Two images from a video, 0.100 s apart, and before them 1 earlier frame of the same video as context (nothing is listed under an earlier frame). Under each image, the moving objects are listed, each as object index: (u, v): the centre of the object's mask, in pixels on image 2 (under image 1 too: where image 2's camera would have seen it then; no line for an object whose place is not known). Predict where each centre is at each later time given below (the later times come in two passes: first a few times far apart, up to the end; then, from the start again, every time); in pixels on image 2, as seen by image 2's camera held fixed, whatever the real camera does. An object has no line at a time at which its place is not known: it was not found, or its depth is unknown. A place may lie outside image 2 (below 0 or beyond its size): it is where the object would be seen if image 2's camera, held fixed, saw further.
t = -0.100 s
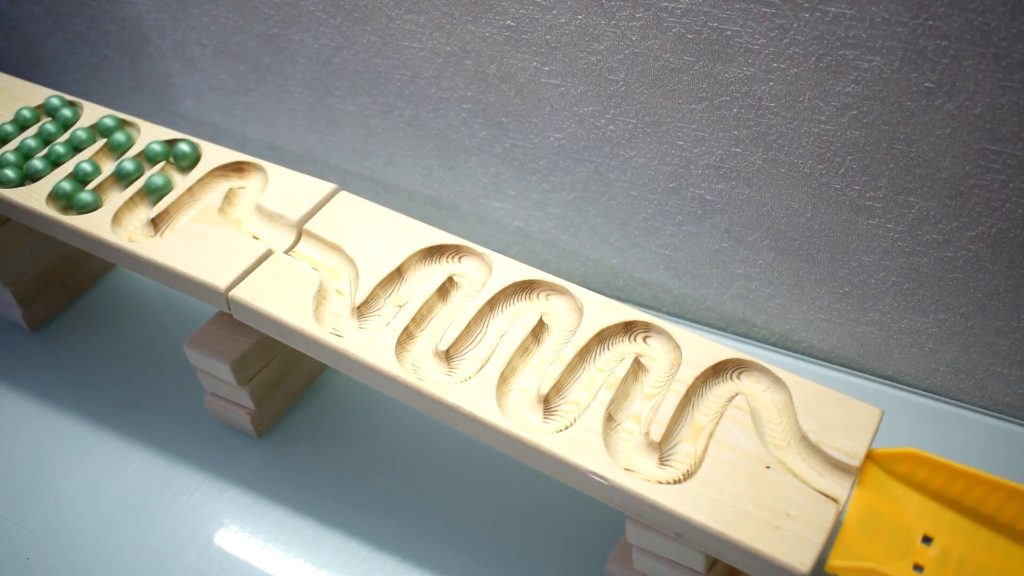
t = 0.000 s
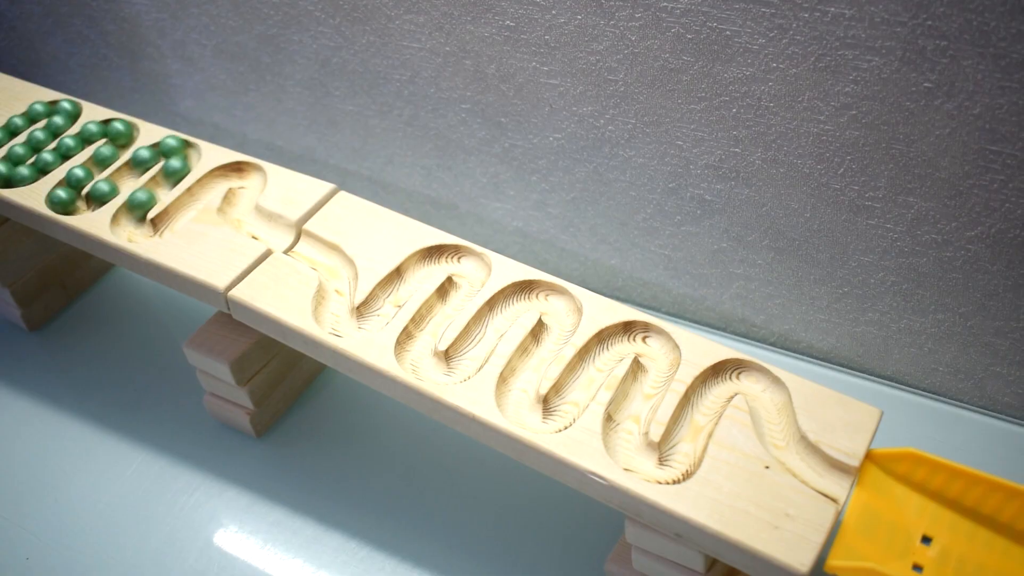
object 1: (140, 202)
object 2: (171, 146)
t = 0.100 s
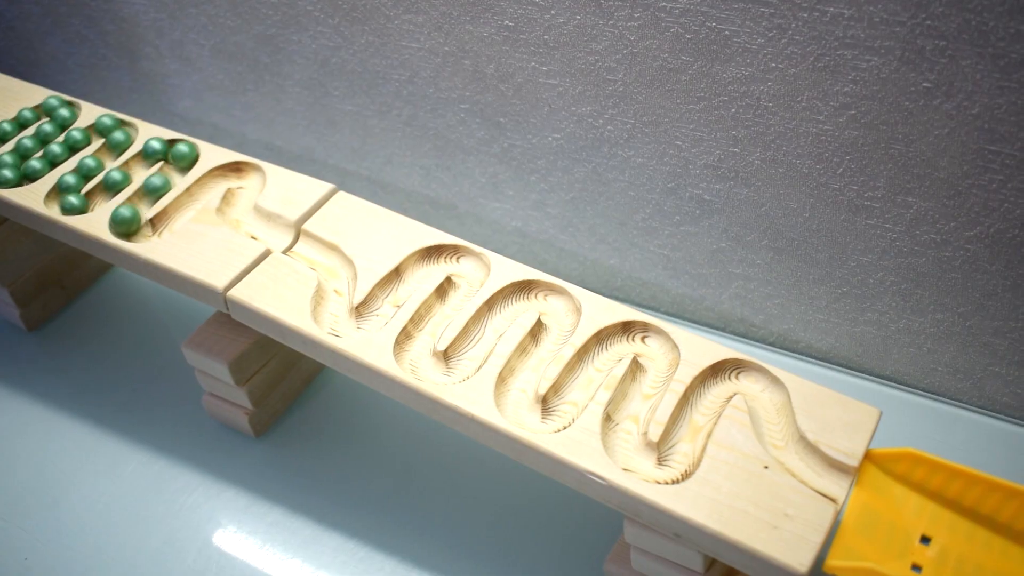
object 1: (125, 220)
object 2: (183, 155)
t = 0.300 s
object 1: (162, 224)
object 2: (152, 190)
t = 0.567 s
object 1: (209, 183)
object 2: (138, 230)
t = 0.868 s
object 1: (243, 192)
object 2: (204, 188)
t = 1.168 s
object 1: (292, 240)
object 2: (246, 188)
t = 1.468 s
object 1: (369, 316)
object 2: (291, 239)
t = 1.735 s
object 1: (424, 263)
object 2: (359, 322)
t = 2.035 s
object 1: (454, 294)
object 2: (409, 276)
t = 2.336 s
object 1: (414, 356)
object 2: (473, 271)
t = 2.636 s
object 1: (485, 331)
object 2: (423, 335)
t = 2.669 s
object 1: (489, 325)
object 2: (418, 344)
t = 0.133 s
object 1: (125, 224)
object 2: (181, 160)
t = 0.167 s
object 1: (130, 227)
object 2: (176, 166)
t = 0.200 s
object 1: (136, 229)
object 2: (172, 171)
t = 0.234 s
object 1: (143, 229)
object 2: (166, 177)
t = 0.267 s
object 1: (153, 228)
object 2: (160, 183)
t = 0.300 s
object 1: (162, 224)
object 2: (152, 190)
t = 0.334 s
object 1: (169, 219)
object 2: (146, 196)
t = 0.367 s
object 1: (174, 214)
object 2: (140, 201)
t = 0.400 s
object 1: (181, 208)
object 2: (134, 206)
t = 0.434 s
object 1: (187, 203)
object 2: (129, 215)
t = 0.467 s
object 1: (192, 198)
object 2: (124, 222)
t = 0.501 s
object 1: (197, 192)
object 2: (125, 225)
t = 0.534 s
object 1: (203, 188)
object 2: (131, 229)
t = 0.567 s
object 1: (209, 183)
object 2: (138, 230)
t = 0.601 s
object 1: (215, 179)
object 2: (149, 230)
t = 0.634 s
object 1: (222, 174)
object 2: (159, 226)
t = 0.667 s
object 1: (230, 171)
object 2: (166, 221)
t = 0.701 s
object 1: (236, 171)
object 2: (174, 215)
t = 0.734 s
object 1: (243, 172)
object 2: (180, 210)
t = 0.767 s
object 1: (248, 174)
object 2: (186, 204)
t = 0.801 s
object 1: (249, 180)
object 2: (192, 199)
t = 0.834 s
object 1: (247, 186)
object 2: (197, 194)
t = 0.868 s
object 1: (243, 192)
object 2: (204, 188)
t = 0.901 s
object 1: (239, 199)
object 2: (209, 183)
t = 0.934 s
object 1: (235, 206)
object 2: (215, 178)
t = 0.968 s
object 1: (236, 211)
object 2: (223, 173)
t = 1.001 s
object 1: (242, 216)
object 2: (230, 169)
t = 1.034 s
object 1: (249, 221)
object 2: (239, 168)
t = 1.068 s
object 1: (257, 224)
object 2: (247, 172)
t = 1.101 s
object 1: (268, 230)
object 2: (250, 177)
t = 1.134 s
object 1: (279, 234)
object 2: (250, 182)
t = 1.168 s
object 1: (292, 240)
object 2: (246, 188)
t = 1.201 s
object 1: (310, 248)
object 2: (240, 194)
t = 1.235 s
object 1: (325, 256)
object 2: (234, 203)
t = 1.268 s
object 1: (336, 267)
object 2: (233, 210)
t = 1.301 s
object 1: (340, 282)
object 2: (238, 215)
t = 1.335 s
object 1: (336, 296)
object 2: (244, 219)
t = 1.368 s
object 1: (332, 312)
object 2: (254, 224)
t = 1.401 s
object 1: (342, 322)
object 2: (266, 228)
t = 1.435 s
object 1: (358, 322)
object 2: (279, 234)
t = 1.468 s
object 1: (369, 316)
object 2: (291, 239)
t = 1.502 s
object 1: (377, 309)
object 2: (305, 246)
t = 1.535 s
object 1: (384, 302)
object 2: (320, 255)
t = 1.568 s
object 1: (389, 295)
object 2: (334, 264)
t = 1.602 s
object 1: (395, 289)
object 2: (340, 279)
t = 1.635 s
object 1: (402, 283)
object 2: (337, 294)
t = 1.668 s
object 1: (409, 275)
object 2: (333, 311)
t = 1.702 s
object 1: (416, 269)
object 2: (343, 320)
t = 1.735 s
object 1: (424, 263)
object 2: (359, 322)
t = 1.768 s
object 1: (432, 259)
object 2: (366, 317)
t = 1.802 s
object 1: (442, 254)
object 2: (376, 312)
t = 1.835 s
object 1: (452, 257)
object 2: (380, 306)
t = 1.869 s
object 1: (463, 260)
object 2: (386, 301)
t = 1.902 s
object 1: (472, 267)
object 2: (390, 295)
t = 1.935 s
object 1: (472, 273)
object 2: (393, 290)
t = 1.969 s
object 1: (467, 281)
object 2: (398, 286)
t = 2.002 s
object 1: (461, 287)
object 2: (404, 281)
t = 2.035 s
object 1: (454, 294)
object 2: (409, 276)
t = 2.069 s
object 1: (449, 300)
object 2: (416, 270)
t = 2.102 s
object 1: (443, 307)
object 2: (420, 266)
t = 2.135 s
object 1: (436, 314)
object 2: (426, 263)
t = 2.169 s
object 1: (431, 319)
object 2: (432, 259)
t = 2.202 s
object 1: (426, 327)
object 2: (441, 255)
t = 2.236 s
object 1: (422, 333)
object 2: (450, 256)
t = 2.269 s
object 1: (419, 341)
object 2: (460, 259)
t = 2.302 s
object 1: (415, 349)
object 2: (470, 265)
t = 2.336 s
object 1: (414, 356)
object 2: (473, 271)
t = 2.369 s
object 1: (421, 361)
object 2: (470, 279)
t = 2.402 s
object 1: (431, 365)
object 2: (463, 286)
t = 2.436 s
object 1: (443, 367)
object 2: (456, 293)
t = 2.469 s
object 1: (454, 366)
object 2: (451, 299)
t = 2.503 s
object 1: (464, 359)
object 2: (445, 307)
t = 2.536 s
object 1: (469, 352)
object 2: (439, 314)
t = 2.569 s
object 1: (475, 345)
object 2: (433, 321)
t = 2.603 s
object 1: (480, 338)
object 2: (428, 328)
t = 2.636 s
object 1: (485, 331)
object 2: (423, 335)
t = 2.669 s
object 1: (489, 325)
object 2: (418, 344)
